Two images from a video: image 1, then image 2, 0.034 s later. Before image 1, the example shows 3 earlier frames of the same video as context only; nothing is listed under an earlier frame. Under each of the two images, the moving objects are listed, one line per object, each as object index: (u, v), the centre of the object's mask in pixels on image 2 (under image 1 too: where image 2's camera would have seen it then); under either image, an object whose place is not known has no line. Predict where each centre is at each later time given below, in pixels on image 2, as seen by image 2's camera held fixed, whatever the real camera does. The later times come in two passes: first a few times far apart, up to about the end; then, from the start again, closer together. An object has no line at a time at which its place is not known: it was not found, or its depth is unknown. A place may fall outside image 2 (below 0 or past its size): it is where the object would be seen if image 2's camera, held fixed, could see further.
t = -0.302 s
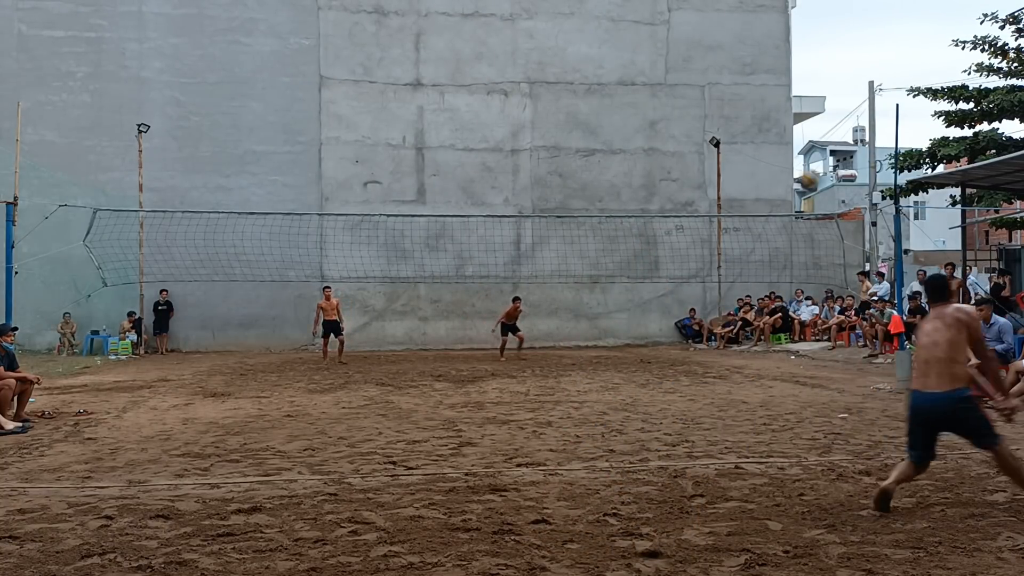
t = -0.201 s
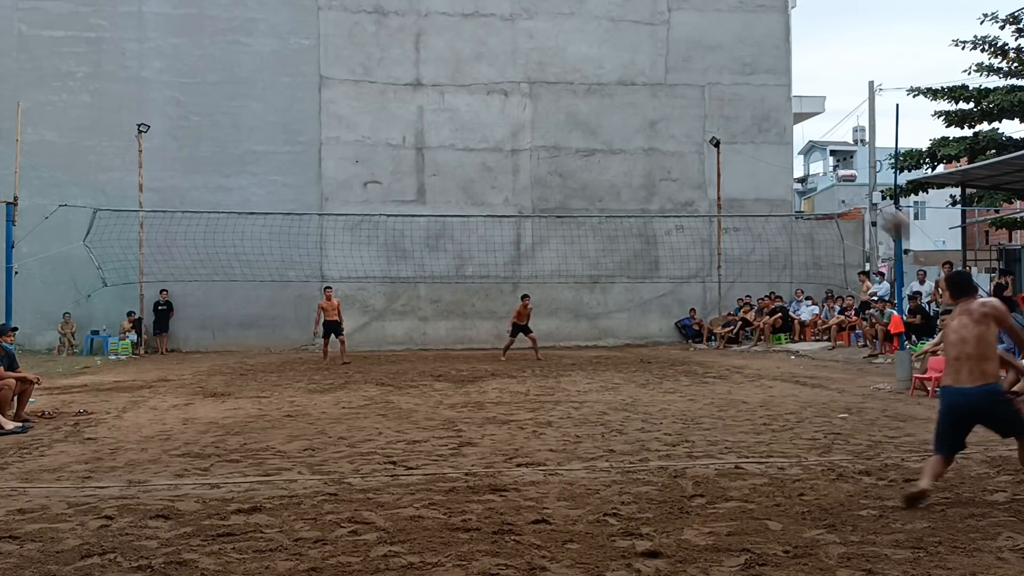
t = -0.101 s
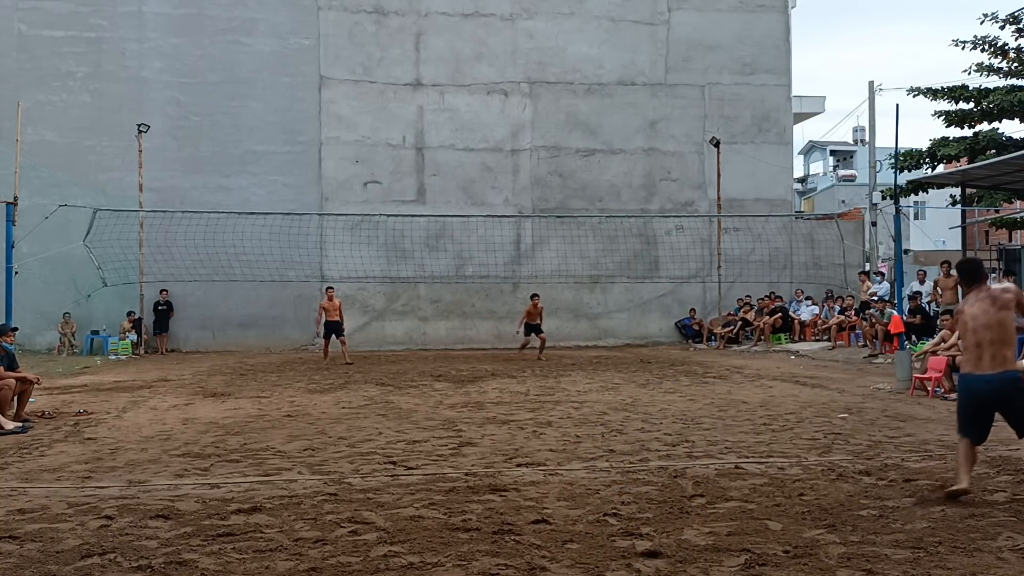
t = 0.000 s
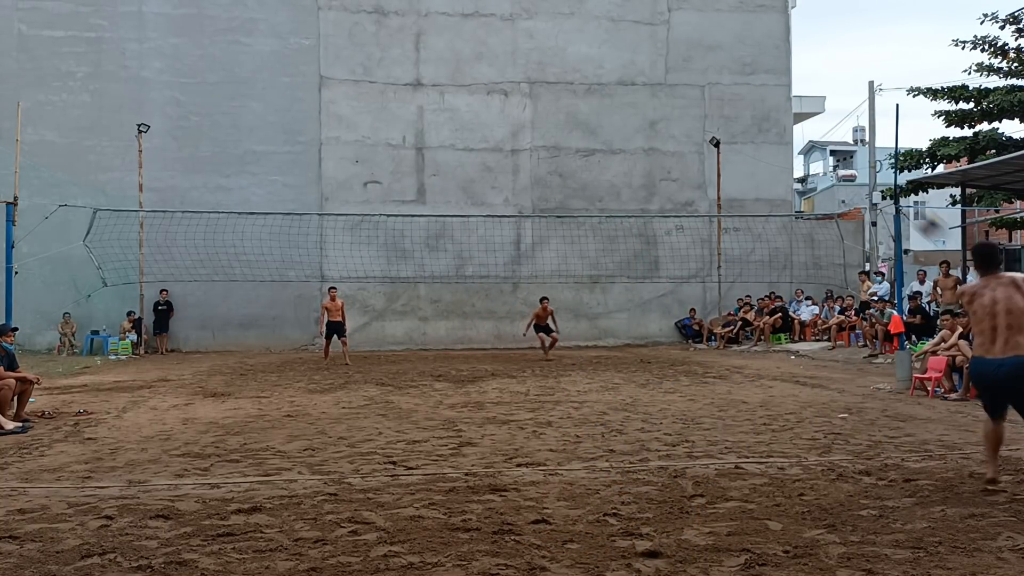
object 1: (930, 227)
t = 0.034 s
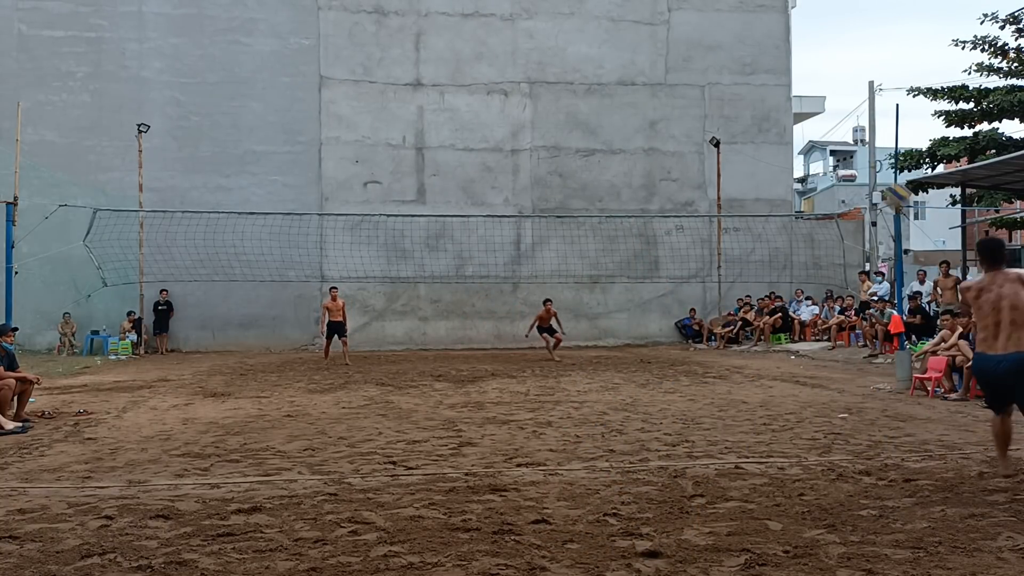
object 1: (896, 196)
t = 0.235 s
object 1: (755, 98)
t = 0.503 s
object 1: (641, 60)
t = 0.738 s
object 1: (578, 76)
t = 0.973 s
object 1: (531, 119)
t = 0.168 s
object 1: (792, 121)
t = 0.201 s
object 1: (774, 109)
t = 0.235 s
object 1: (755, 98)
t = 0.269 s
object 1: (736, 89)
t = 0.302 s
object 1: (720, 80)
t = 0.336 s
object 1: (704, 74)
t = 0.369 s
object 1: (690, 68)
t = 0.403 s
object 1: (676, 64)
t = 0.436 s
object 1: (664, 61)
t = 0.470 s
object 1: (652, 60)
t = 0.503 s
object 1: (641, 60)
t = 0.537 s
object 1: (630, 60)
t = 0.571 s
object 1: (621, 61)
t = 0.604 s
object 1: (612, 63)
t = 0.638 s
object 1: (602, 65)
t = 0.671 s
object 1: (594, 69)
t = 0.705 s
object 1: (586, 72)
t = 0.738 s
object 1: (578, 76)
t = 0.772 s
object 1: (570, 81)
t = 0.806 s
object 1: (563, 86)
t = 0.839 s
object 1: (556, 91)
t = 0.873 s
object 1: (550, 98)
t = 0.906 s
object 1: (543, 105)
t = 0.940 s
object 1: (537, 112)
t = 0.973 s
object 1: (531, 119)
